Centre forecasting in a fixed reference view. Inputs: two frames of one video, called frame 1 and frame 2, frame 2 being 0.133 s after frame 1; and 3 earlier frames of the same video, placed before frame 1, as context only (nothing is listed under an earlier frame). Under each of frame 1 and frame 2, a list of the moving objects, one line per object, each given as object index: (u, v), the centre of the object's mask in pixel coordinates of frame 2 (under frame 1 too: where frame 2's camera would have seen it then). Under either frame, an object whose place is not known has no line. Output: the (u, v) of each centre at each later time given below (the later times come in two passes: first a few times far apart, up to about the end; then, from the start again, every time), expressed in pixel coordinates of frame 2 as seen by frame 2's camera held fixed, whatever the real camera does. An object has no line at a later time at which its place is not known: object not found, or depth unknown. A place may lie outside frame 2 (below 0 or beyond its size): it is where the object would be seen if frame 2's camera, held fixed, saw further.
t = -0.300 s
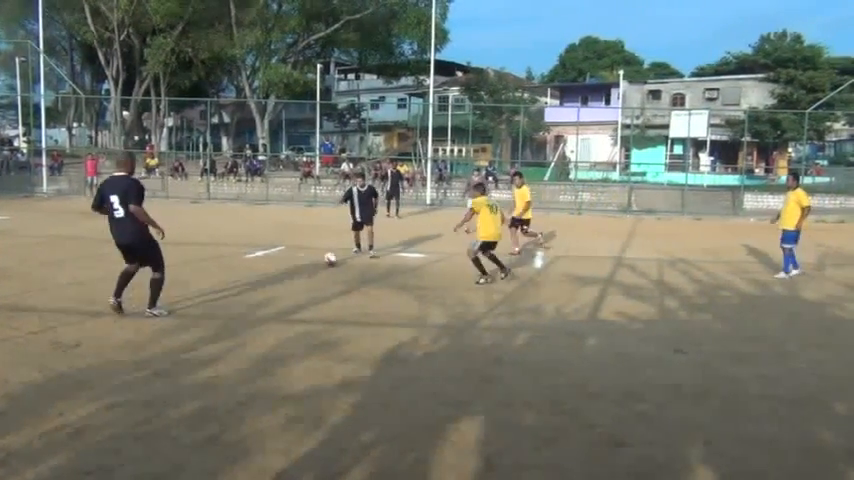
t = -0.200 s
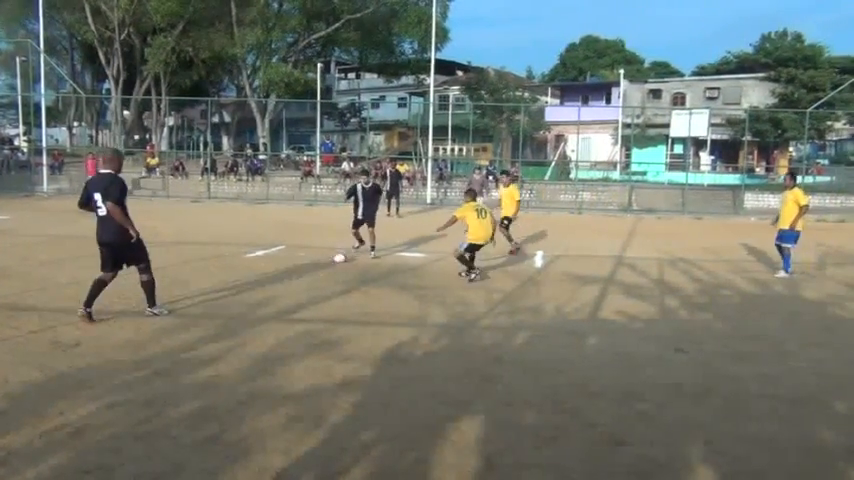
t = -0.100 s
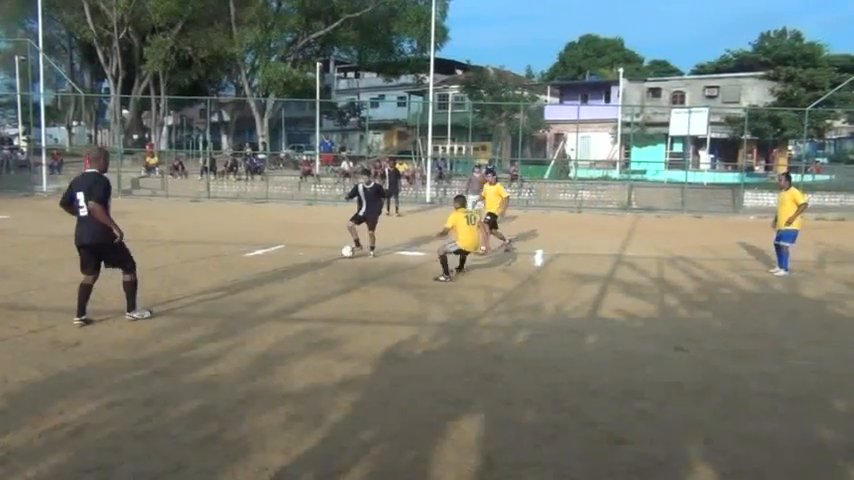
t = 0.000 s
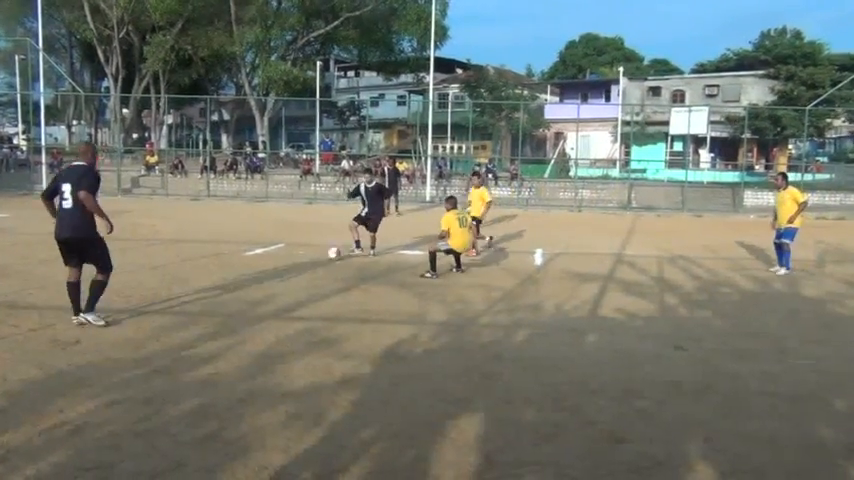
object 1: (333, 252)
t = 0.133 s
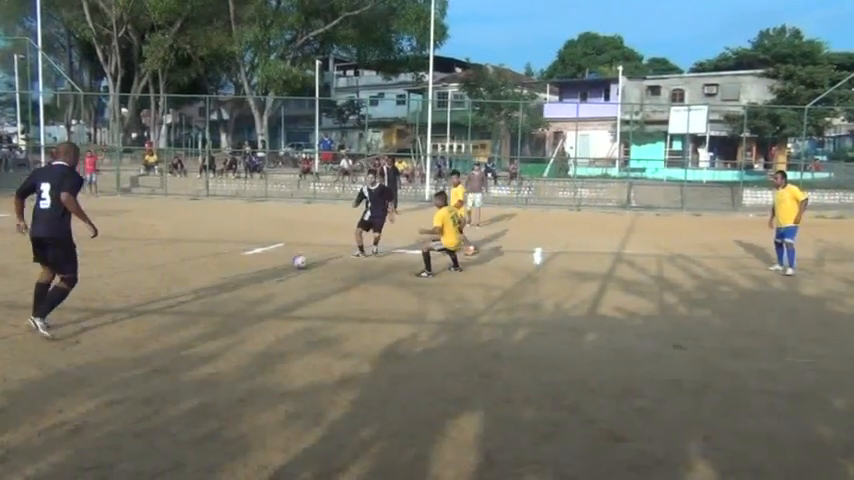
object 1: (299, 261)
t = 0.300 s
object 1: (255, 271)
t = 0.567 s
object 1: (180, 282)
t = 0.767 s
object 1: (113, 301)
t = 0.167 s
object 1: (292, 263)
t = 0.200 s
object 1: (282, 265)
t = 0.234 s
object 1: (273, 266)
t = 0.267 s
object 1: (264, 269)
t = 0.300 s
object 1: (255, 271)
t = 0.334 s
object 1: (246, 274)
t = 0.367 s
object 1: (237, 275)
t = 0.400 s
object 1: (227, 276)
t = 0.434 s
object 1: (218, 278)
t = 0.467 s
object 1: (209, 282)
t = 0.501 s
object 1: (200, 283)
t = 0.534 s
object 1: (189, 283)
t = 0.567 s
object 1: (180, 282)
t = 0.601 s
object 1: (170, 284)
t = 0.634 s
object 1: (159, 286)
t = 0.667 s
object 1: (149, 289)
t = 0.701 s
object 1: (138, 294)
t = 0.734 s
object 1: (125, 299)
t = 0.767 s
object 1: (113, 301)
